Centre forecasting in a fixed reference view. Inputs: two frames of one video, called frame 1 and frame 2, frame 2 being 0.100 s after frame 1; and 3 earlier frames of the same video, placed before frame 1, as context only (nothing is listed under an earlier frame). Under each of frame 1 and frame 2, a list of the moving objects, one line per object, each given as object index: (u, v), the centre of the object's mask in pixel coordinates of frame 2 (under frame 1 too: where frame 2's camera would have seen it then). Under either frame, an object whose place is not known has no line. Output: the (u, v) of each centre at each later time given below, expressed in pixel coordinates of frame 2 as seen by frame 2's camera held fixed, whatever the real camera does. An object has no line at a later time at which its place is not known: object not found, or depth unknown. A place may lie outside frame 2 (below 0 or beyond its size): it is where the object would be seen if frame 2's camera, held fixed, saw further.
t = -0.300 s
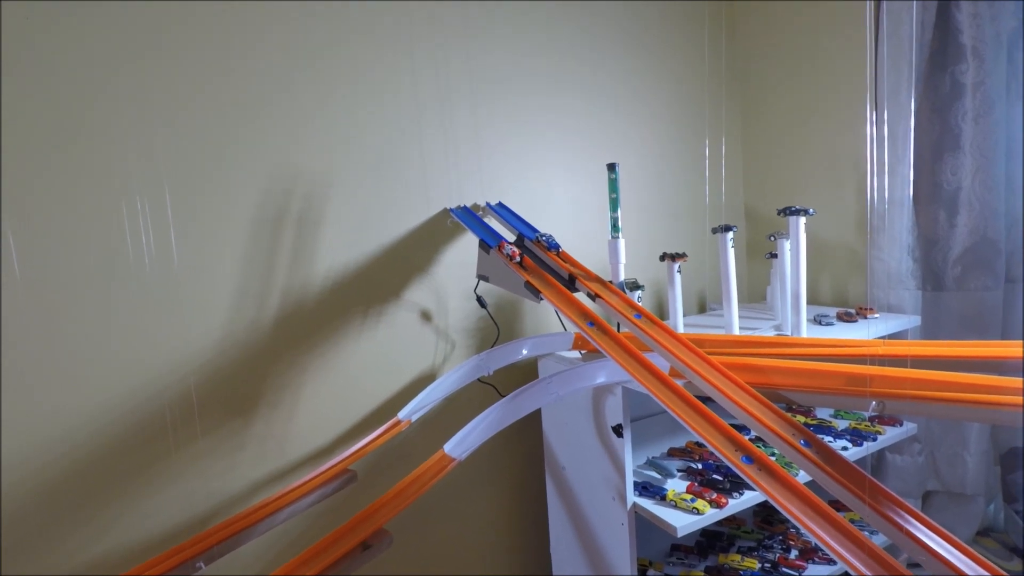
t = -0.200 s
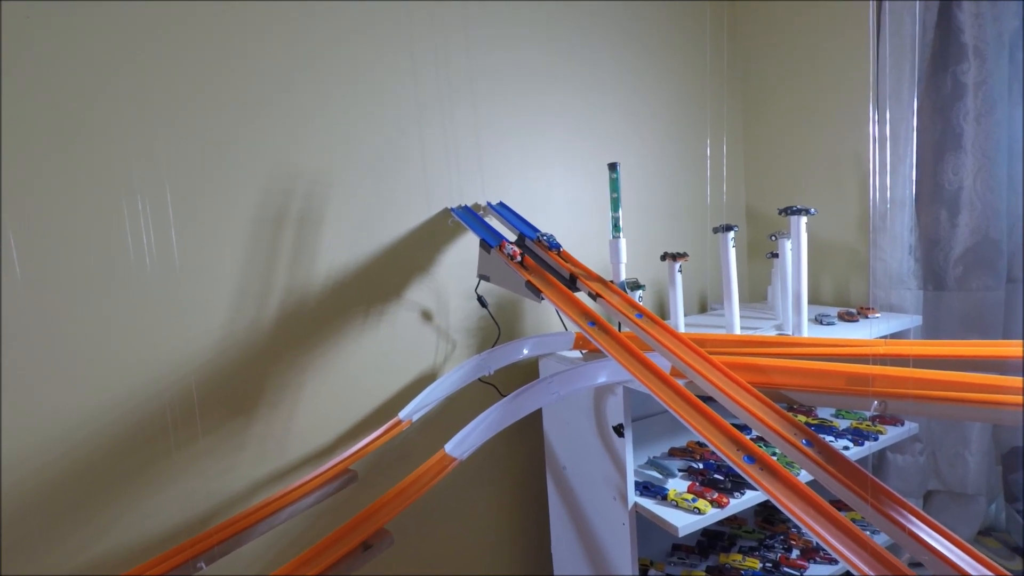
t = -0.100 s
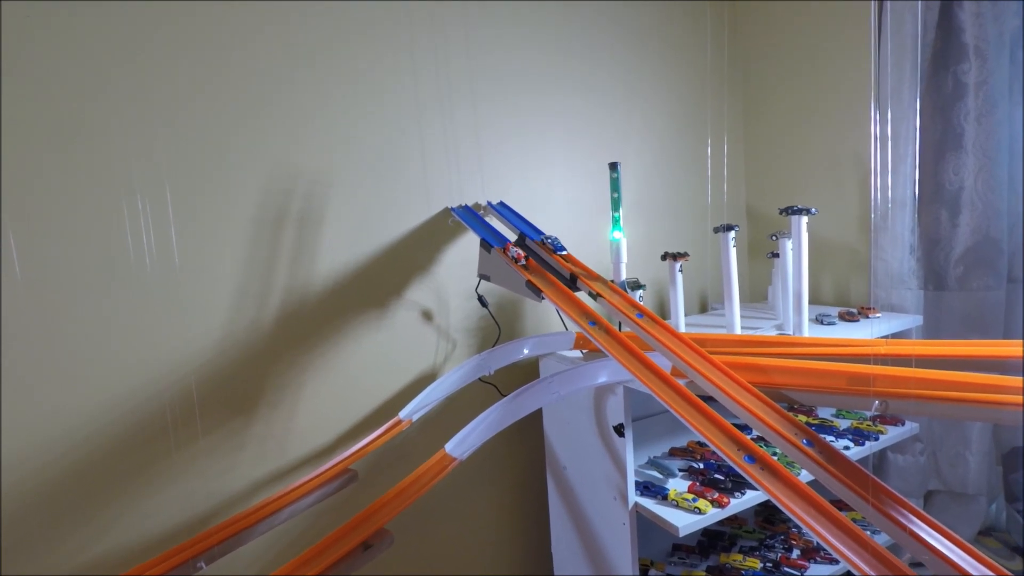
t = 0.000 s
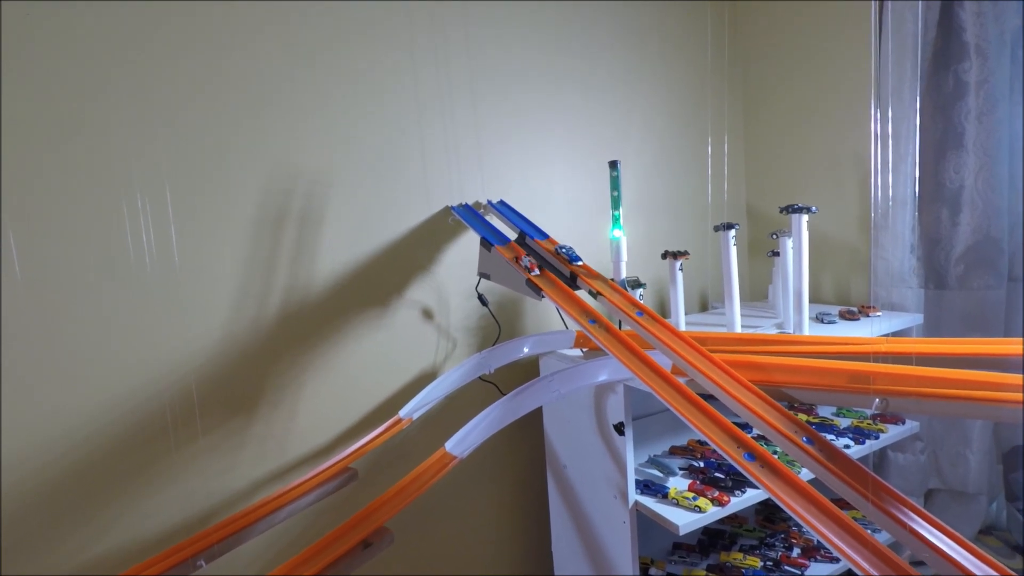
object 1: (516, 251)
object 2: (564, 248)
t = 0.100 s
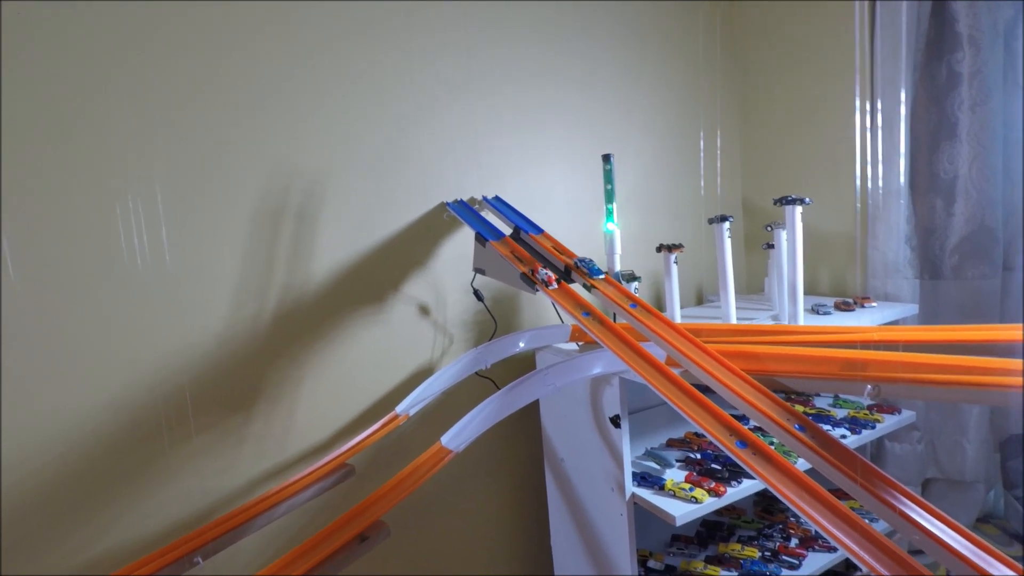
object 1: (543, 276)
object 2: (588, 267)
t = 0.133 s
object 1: (553, 284)
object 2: (599, 275)
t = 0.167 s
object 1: (564, 293)
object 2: (611, 284)
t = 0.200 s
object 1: (574, 302)
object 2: (623, 294)
